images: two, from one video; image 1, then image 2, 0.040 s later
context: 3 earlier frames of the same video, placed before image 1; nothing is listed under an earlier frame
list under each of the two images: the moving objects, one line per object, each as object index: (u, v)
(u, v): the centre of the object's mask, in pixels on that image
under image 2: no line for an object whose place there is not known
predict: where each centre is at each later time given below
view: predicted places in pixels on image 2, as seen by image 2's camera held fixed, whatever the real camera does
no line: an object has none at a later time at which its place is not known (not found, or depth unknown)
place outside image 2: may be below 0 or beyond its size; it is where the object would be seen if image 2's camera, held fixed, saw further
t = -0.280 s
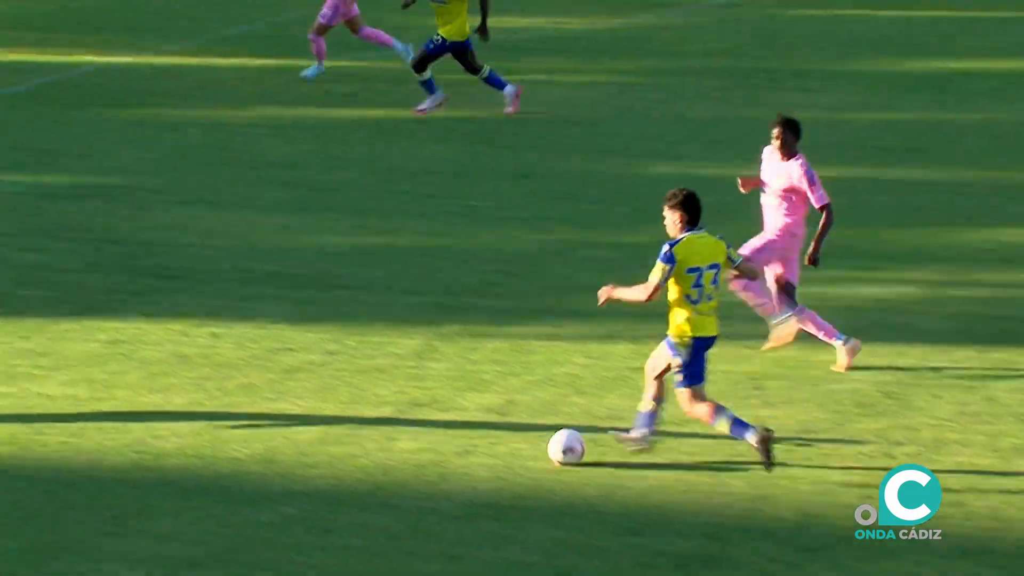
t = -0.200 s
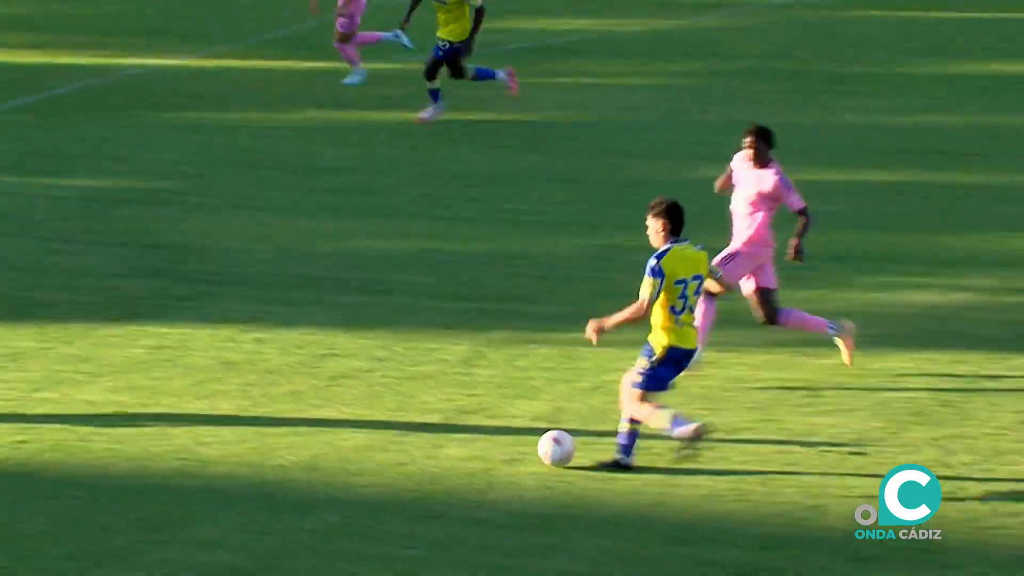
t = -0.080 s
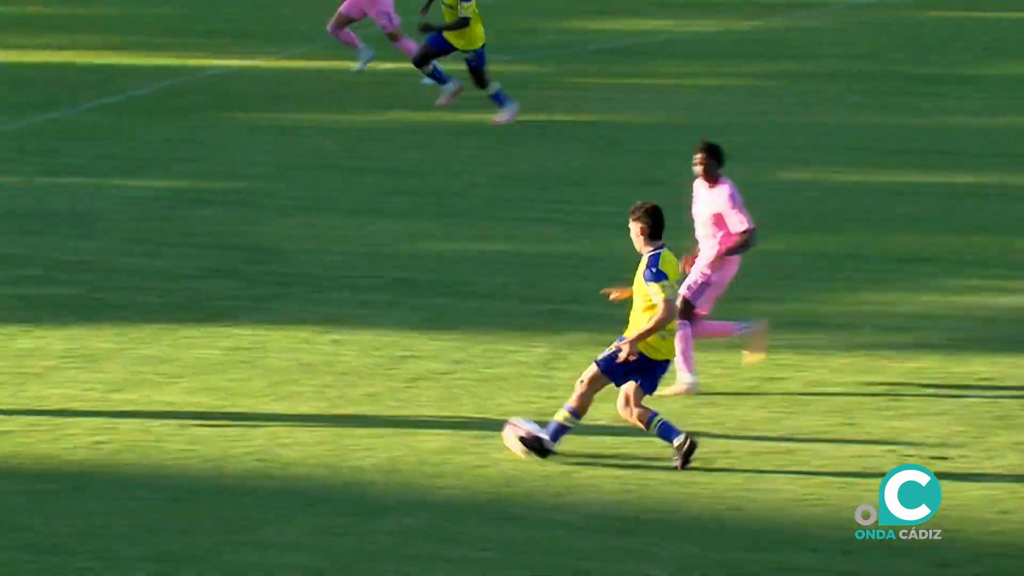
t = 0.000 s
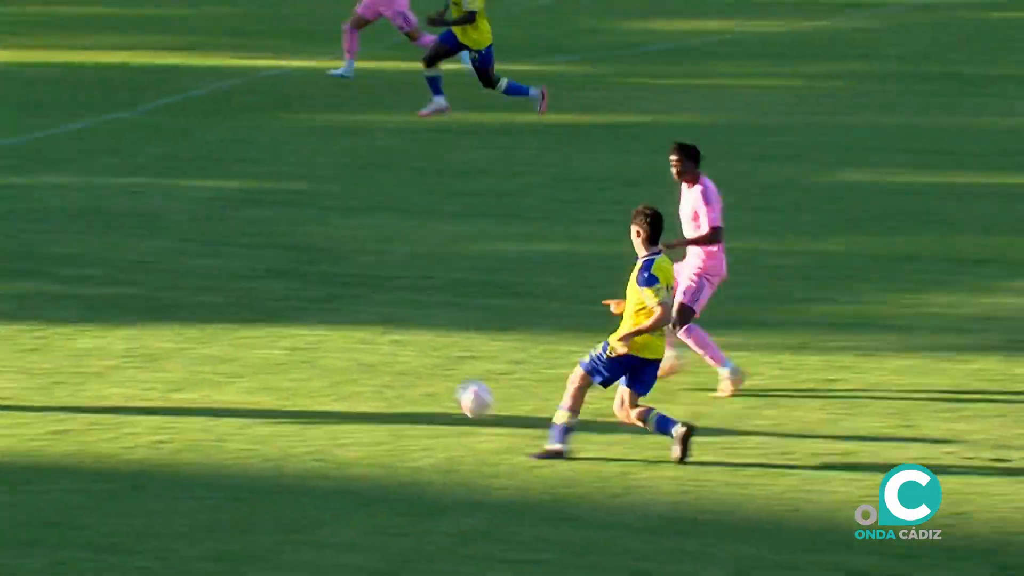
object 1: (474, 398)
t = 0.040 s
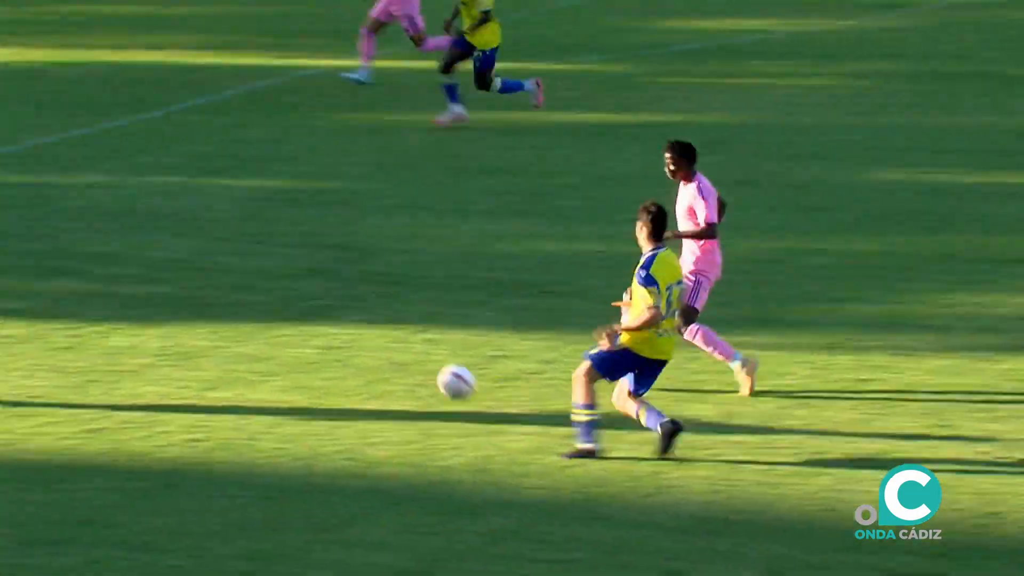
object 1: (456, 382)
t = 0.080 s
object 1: (408, 371)
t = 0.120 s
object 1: (364, 363)
